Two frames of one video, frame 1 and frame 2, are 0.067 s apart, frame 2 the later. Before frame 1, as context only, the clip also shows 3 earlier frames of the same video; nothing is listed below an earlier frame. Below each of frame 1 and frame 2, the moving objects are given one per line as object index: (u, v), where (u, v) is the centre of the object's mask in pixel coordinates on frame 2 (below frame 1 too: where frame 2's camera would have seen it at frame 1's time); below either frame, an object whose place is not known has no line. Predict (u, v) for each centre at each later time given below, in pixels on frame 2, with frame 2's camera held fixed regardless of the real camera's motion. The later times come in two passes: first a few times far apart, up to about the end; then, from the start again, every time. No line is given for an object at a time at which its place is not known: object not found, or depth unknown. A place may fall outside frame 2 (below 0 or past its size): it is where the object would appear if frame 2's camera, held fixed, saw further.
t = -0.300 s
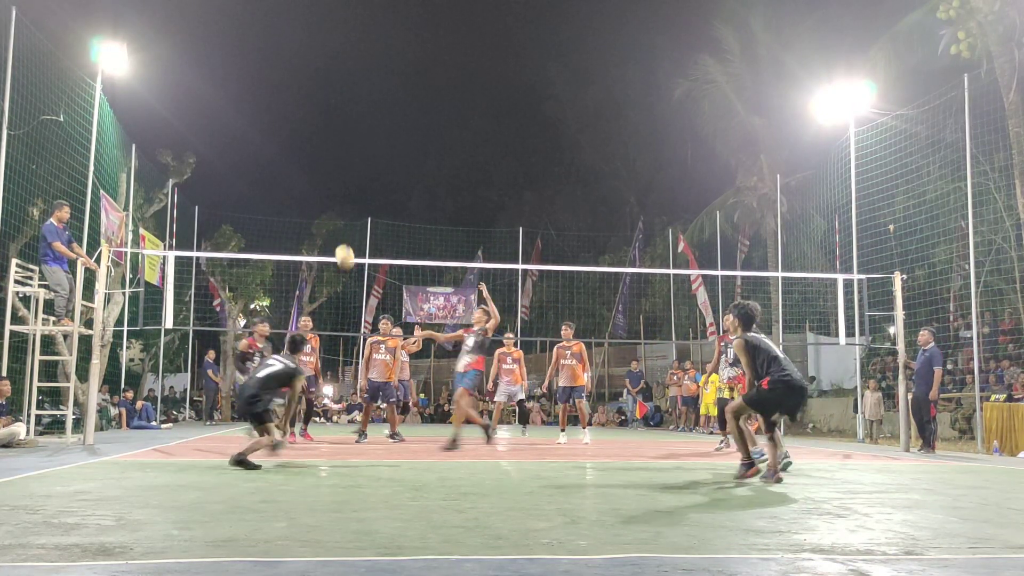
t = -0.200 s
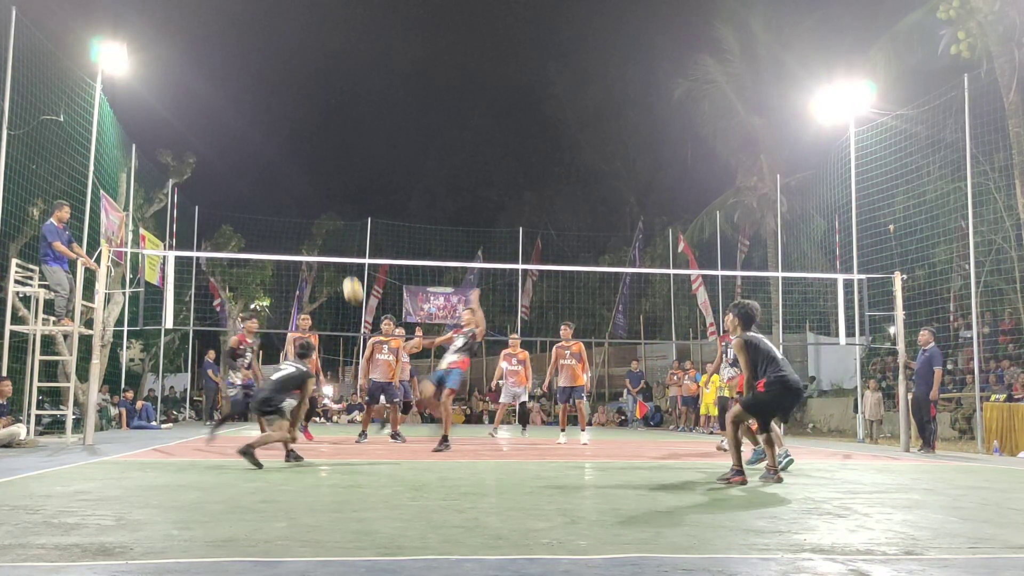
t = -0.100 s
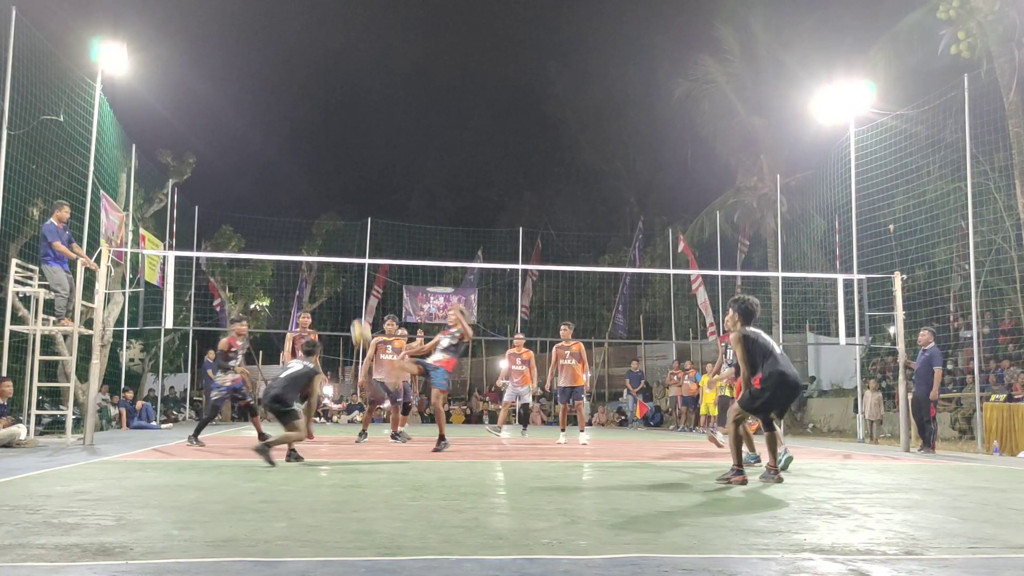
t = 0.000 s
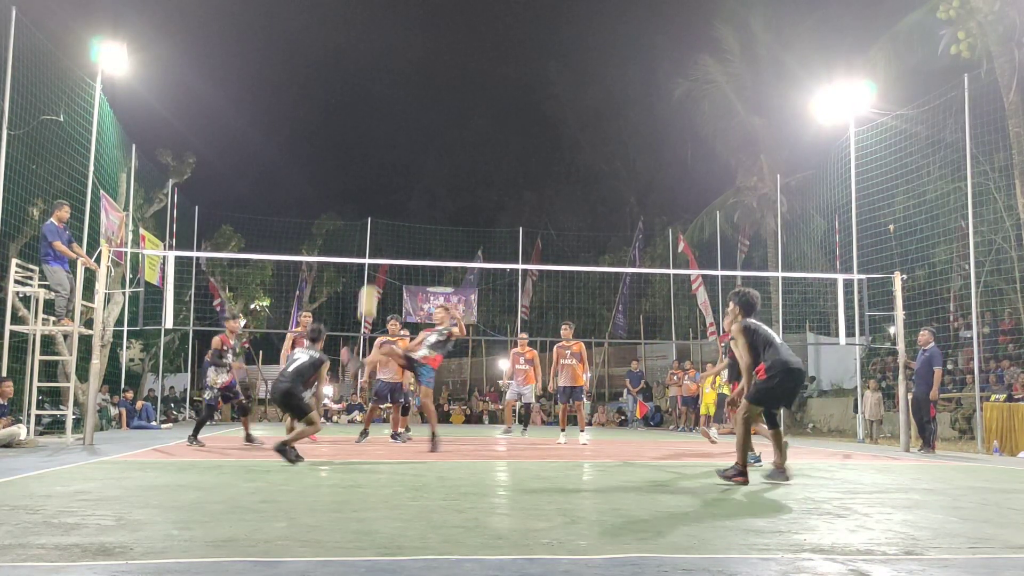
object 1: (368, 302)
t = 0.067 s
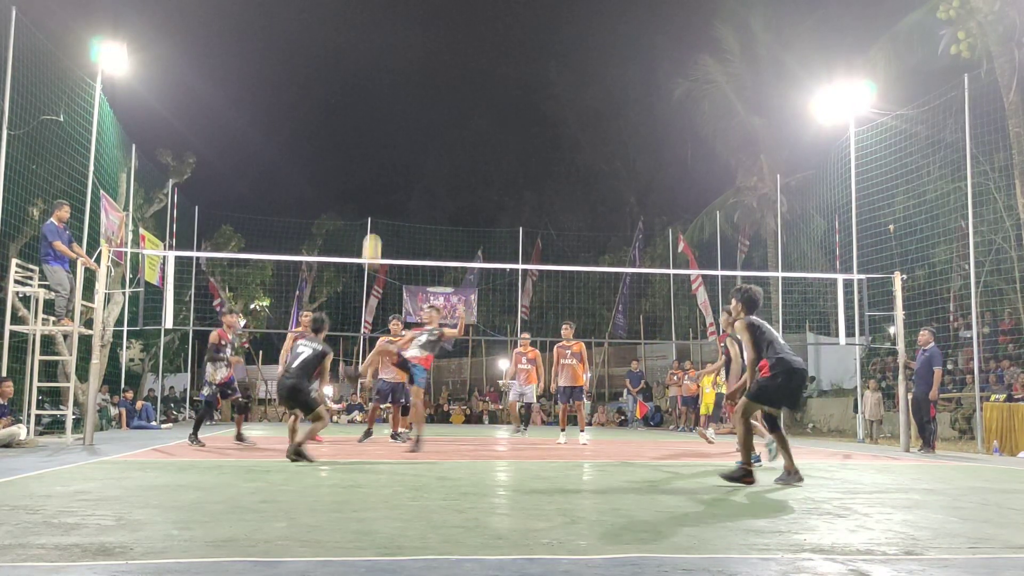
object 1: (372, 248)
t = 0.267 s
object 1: (384, 134)
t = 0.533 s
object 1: (400, 43)
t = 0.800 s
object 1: (415, 12)
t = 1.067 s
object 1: (428, 29)
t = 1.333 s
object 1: (440, 86)
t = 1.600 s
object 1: (449, 178)
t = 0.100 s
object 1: (374, 229)
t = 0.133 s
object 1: (376, 207)
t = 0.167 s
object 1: (378, 187)
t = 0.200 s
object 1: (380, 168)
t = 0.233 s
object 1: (382, 150)
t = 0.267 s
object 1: (384, 134)
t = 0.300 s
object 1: (386, 118)
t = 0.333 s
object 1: (388, 104)
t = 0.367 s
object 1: (390, 92)
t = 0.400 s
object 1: (392, 80)
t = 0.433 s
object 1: (394, 69)
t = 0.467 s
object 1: (396, 59)
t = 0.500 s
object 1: (398, 51)
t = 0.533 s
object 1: (400, 43)
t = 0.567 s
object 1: (402, 36)
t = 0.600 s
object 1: (404, 30)
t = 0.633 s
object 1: (406, 25)
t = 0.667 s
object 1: (408, 21)
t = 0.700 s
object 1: (410, 17)
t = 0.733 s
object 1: (411, 15)
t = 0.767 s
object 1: (413, 13)
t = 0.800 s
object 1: (415, 12)
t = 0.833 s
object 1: (417, 12)
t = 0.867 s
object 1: (419, 12)
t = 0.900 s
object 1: (420, 13)
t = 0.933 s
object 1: (422, 15)
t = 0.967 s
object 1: (423, 18)
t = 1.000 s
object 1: (425, 21)
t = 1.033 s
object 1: (427, 25)
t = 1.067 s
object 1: (428, 29)
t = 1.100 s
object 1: (430, 34)
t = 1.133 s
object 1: (431, 40)
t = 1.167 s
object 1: (433, 46)
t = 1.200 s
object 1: (434, 53)
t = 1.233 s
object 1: (436, 61)
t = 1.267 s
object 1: (437, 68)
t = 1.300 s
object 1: (438, 77)
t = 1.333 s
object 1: (440, 86)
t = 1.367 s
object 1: (441, 96)
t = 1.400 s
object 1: (442, 106)
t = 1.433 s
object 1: (444, 117)
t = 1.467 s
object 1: (445, 128)
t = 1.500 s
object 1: (446, 140)
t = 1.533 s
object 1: (447, 152)
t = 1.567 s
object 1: (449, 165)
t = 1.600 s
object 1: (449, 178)
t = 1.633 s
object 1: (451, 191)
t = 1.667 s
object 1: (452, 205)
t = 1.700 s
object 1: (453, 219)
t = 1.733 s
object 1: (454, 235)
